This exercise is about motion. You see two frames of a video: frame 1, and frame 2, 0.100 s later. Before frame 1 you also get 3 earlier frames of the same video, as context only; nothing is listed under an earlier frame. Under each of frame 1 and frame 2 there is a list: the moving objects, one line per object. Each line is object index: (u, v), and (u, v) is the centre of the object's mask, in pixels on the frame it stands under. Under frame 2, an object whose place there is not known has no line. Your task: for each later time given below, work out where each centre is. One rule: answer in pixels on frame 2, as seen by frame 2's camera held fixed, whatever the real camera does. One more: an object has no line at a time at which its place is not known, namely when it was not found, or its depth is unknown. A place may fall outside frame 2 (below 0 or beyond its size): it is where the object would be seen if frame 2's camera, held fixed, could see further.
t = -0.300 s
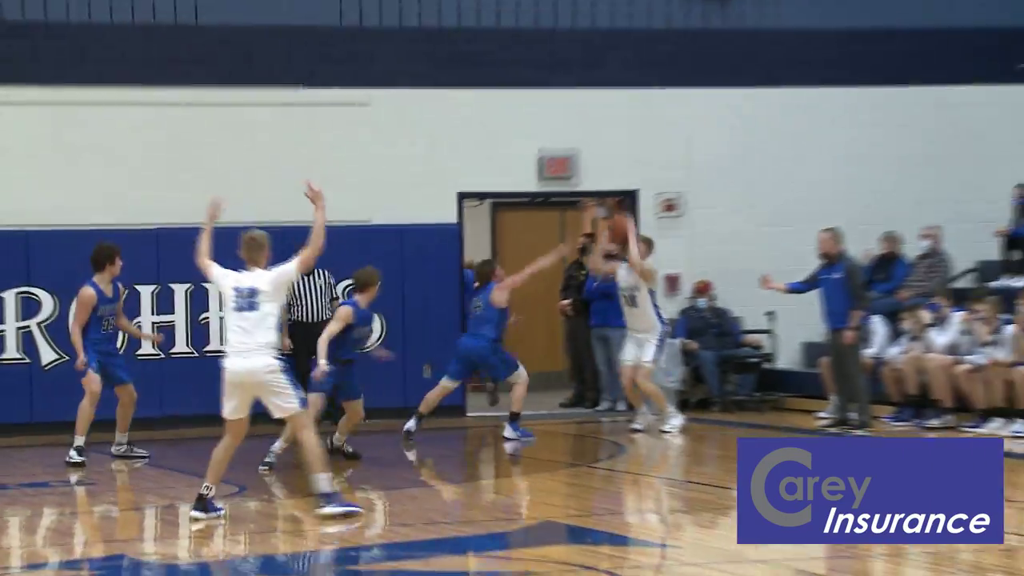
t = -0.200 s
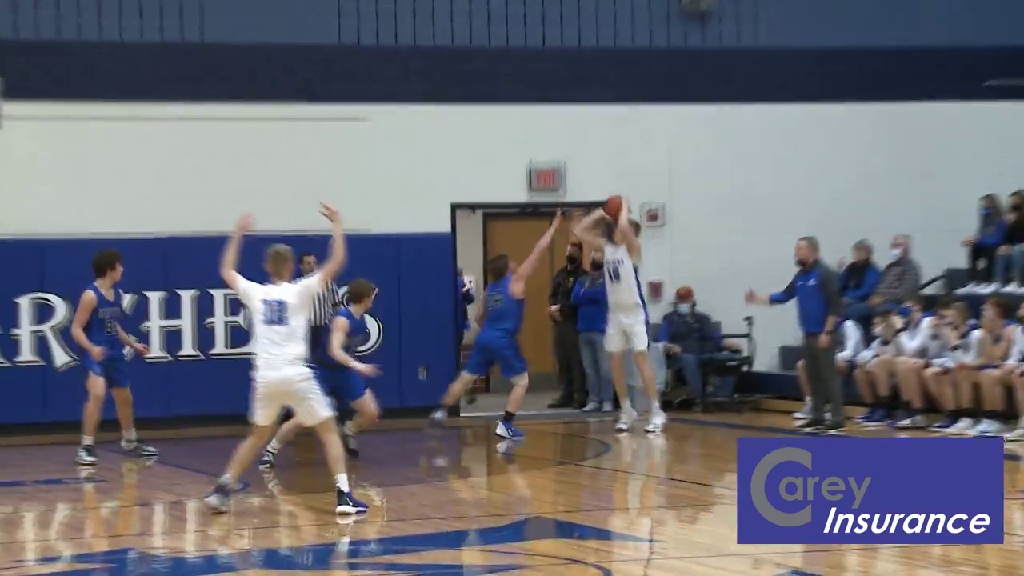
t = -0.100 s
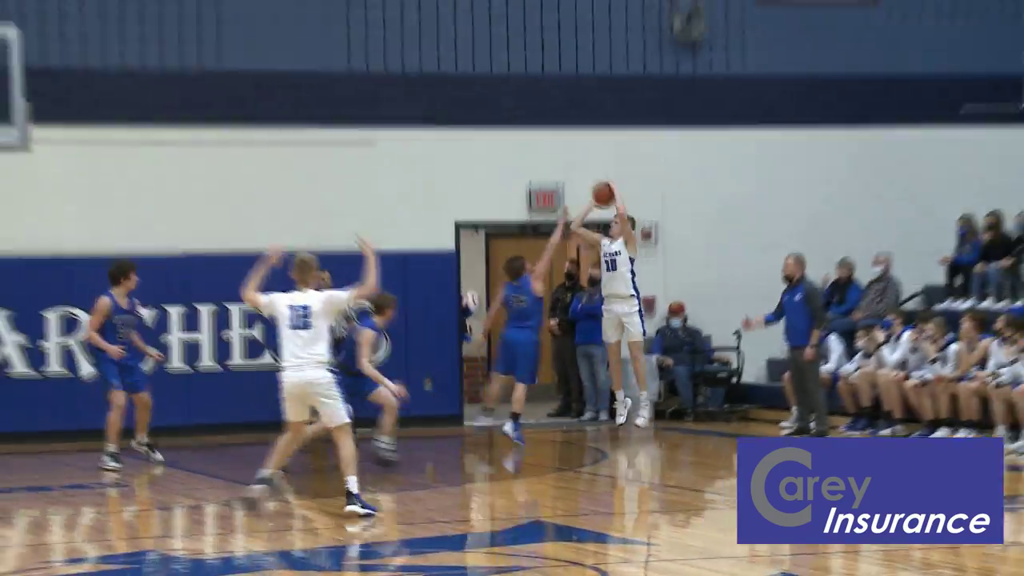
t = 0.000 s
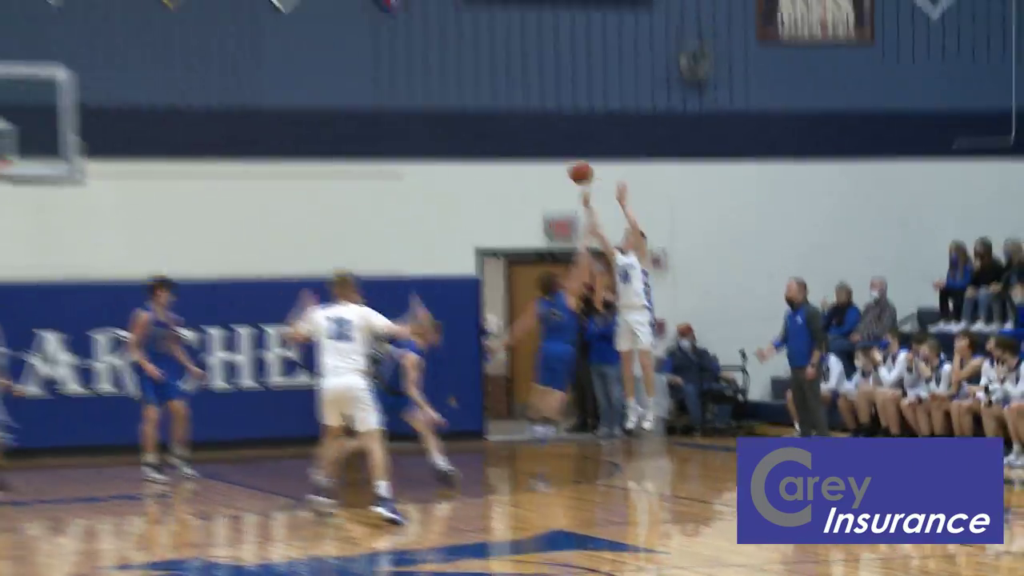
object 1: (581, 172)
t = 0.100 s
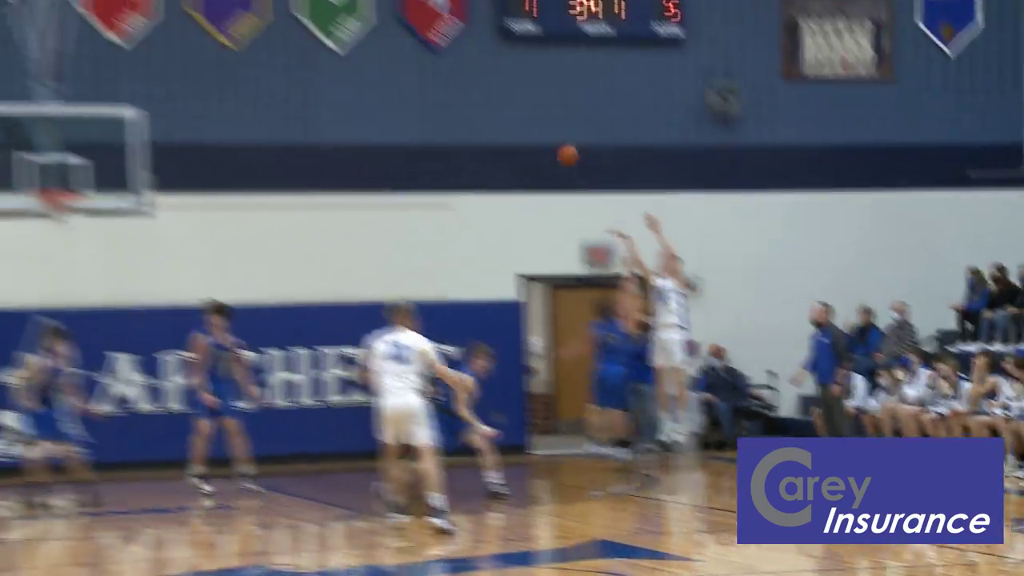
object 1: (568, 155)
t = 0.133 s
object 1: (551, 141)
